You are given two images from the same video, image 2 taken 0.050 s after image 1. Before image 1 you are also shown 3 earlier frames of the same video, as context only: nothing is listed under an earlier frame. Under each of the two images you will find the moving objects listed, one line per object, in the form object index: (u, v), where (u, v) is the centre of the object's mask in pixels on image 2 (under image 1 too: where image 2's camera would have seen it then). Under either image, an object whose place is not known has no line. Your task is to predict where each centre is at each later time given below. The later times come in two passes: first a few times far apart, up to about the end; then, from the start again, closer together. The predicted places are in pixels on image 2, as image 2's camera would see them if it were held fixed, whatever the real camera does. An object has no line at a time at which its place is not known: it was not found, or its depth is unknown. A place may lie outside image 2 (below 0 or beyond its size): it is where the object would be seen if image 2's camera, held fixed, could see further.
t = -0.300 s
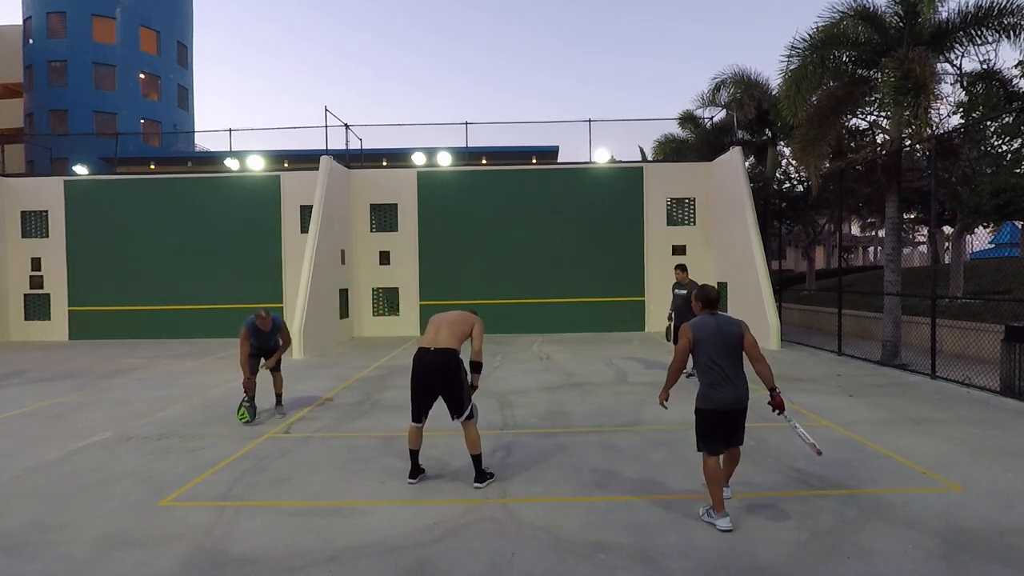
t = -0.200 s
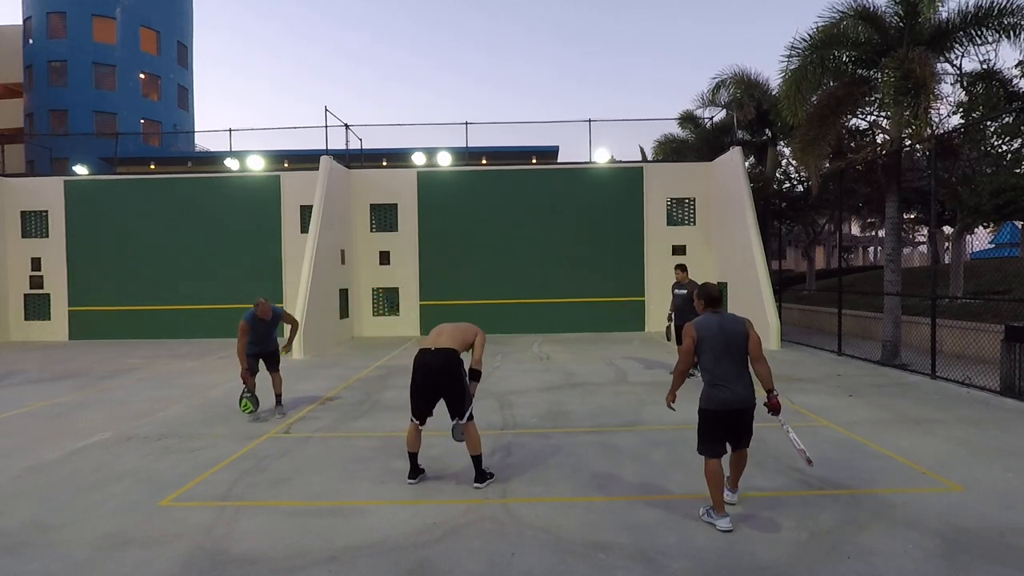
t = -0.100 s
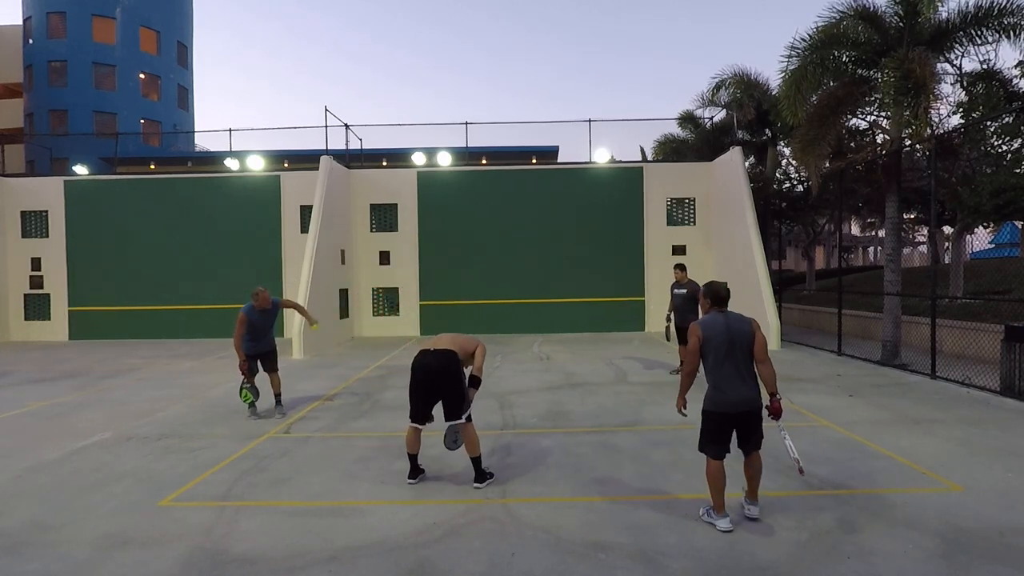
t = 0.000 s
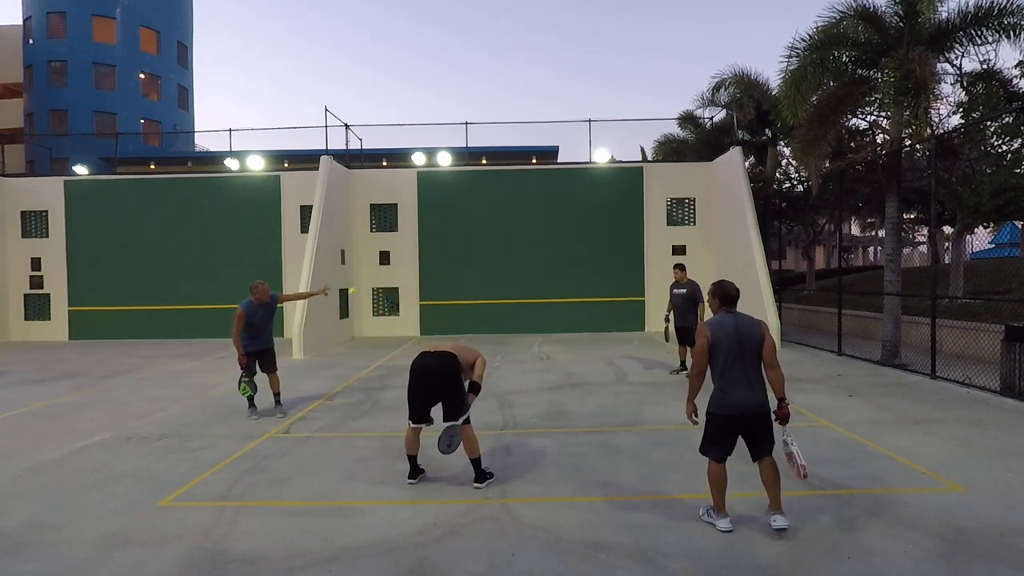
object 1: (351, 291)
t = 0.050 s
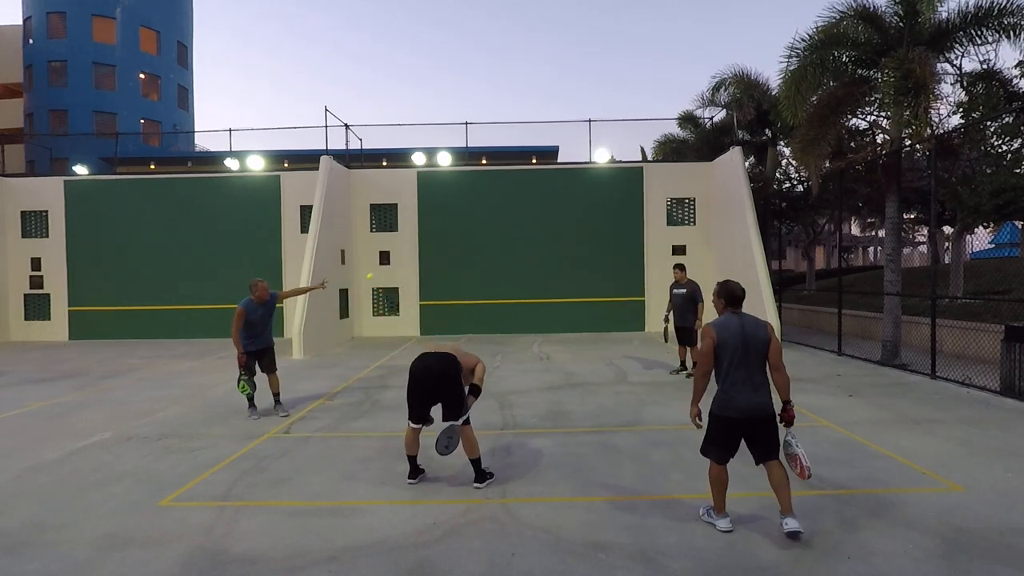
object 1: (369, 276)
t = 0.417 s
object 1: (486, 234)
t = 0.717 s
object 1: (567, 272)
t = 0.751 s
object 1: (575, 280)
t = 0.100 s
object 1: (386, 263)
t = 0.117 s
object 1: (392, 260)
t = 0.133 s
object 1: (398, 257)
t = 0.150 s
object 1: (403, 253)
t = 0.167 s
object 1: (409, 250)
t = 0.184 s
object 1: (414, 248)
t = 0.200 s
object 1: (420, 246)
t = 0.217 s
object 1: (425, 244)
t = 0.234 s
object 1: (431, 242)
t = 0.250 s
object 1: (436, 240)
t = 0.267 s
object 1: (441, 238)
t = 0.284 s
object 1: (447, 237)
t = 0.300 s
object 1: (452, 236)
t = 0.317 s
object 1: (457, 235)
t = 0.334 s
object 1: (462, 234)
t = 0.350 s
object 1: (467, 234)
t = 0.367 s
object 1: (472, 233)
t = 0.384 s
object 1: (477, 233)
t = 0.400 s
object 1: (482, 233)
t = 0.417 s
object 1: (486, 234)
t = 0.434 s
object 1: (491, 234)
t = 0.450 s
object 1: (496, 235)
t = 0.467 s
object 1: (501, 236)
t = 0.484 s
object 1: (506, 237)
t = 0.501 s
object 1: (510, 238)
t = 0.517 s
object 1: (515, 240)
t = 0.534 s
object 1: (519, 242)
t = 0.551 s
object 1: (524, 243)
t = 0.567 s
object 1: (528, 246)
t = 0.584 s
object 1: (533, 248)
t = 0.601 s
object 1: (537, 250)
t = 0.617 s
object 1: (542, 252)
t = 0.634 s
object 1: (546, 256)
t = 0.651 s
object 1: (550, 259)
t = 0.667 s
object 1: (554, 262)
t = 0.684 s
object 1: (559, 265)
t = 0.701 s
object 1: (563, 268)
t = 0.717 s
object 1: (567, 272)
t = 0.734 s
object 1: (571, 276)
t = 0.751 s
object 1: (575, 280)
